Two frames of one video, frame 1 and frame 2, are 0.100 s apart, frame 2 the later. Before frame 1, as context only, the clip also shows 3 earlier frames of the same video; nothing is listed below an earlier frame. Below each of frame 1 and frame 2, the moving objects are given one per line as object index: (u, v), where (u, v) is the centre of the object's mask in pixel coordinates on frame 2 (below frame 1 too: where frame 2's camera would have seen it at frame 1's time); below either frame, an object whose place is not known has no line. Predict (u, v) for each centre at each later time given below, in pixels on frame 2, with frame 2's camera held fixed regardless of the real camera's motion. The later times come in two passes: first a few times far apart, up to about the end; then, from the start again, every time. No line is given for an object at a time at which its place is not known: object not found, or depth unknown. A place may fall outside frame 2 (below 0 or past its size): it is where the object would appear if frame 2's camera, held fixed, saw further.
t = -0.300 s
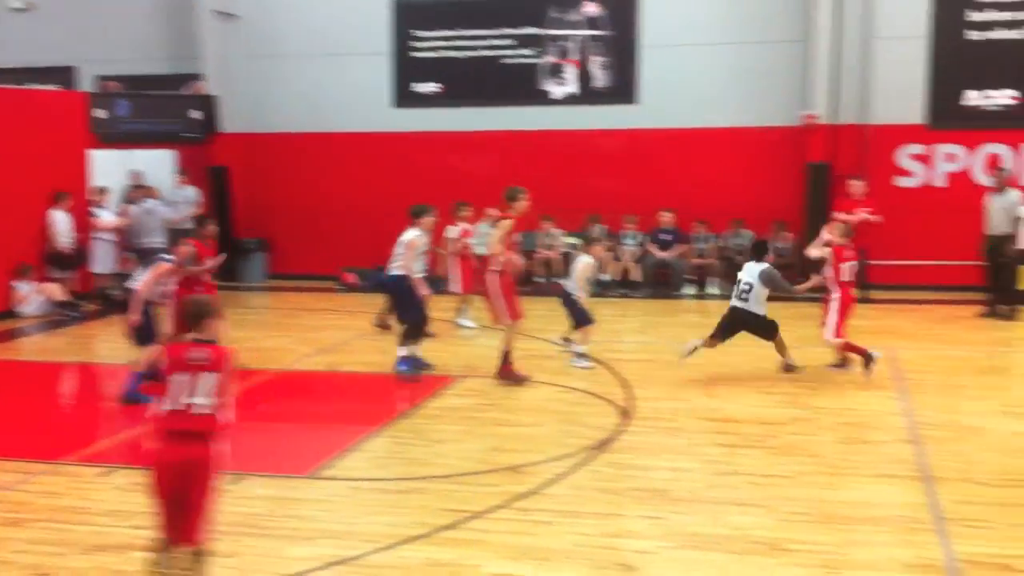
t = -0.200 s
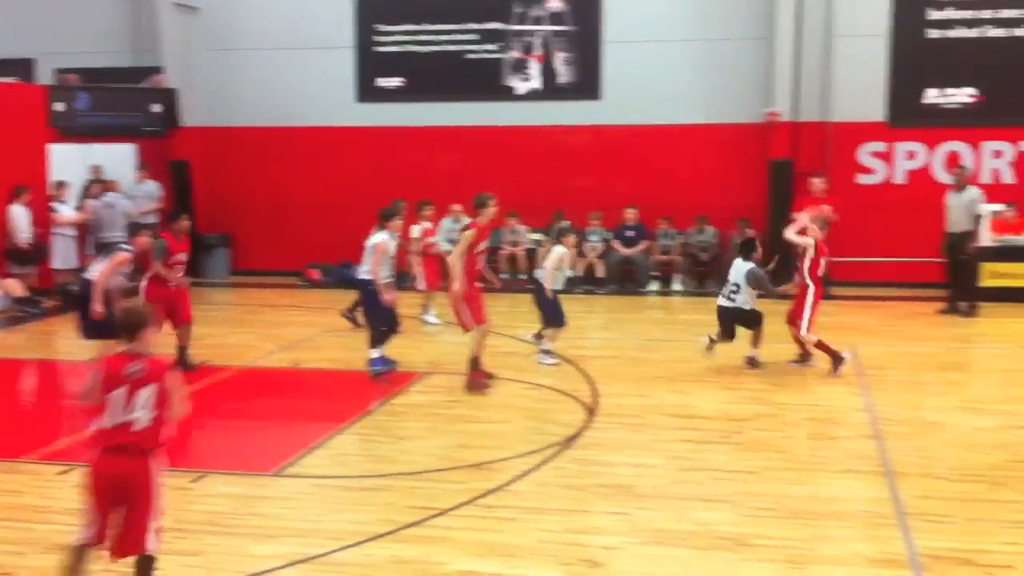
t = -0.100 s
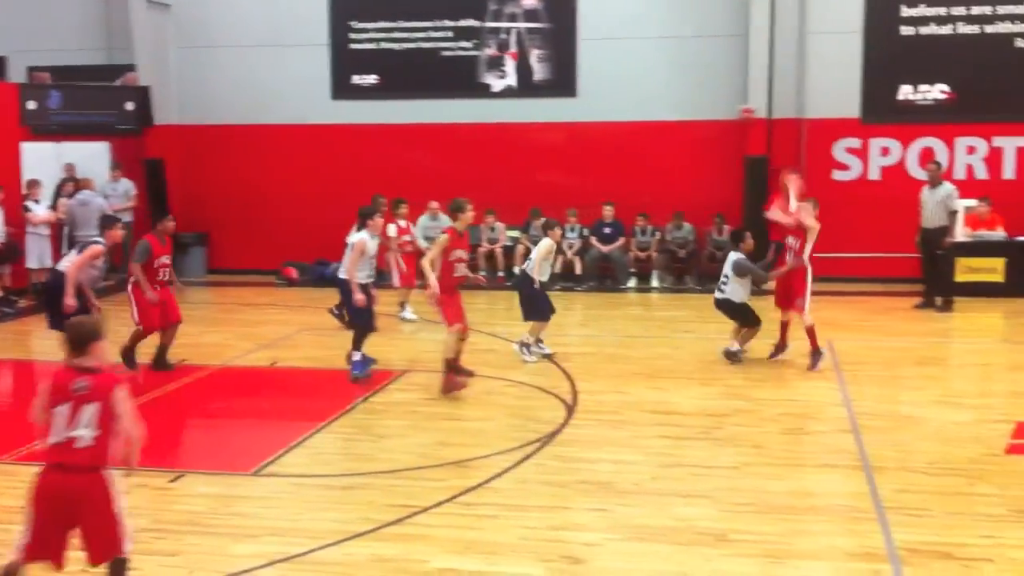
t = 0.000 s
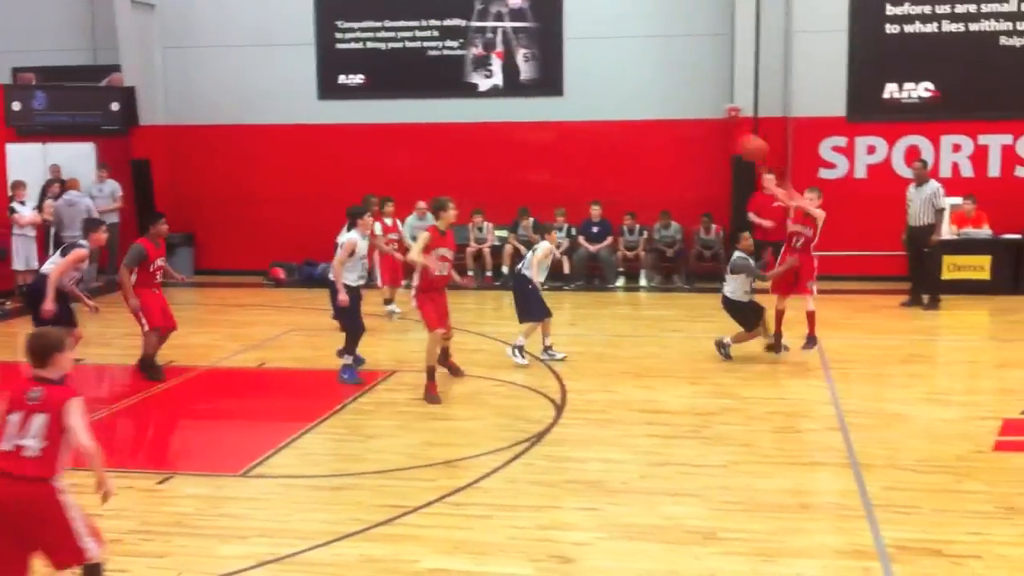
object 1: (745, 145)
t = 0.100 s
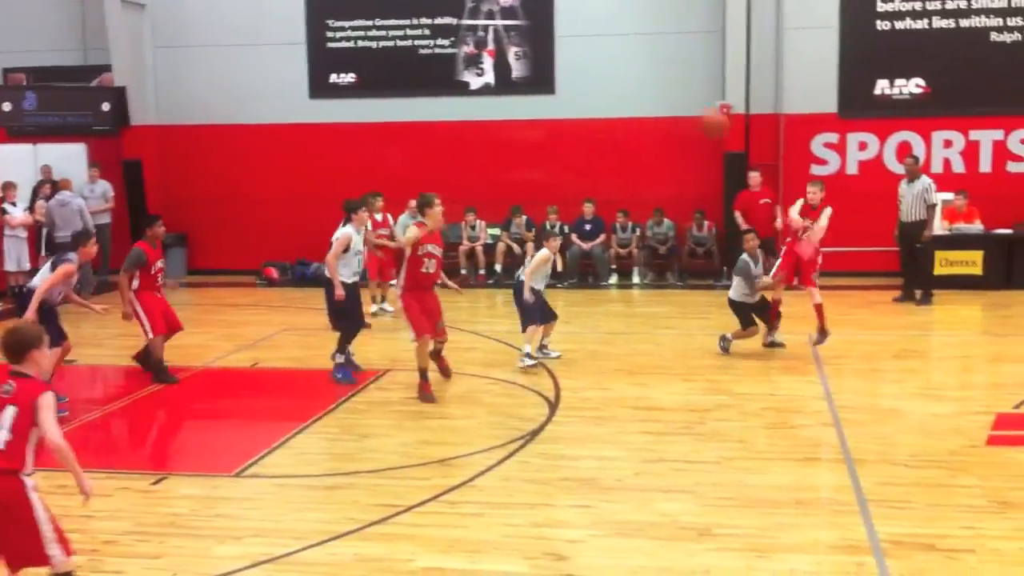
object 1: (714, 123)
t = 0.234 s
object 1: (660, 108)
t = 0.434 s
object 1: (560, 126)
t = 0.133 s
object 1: (703, 117)
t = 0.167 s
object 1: (689, 113)
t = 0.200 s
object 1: (675, 110)
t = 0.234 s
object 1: (660, 108)
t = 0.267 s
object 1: (644, 109)
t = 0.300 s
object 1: (627, 111)
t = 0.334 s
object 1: (612, 112)
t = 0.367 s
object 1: (597, 114)
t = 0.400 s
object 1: (579, 119)
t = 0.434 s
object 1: (560, 126)
